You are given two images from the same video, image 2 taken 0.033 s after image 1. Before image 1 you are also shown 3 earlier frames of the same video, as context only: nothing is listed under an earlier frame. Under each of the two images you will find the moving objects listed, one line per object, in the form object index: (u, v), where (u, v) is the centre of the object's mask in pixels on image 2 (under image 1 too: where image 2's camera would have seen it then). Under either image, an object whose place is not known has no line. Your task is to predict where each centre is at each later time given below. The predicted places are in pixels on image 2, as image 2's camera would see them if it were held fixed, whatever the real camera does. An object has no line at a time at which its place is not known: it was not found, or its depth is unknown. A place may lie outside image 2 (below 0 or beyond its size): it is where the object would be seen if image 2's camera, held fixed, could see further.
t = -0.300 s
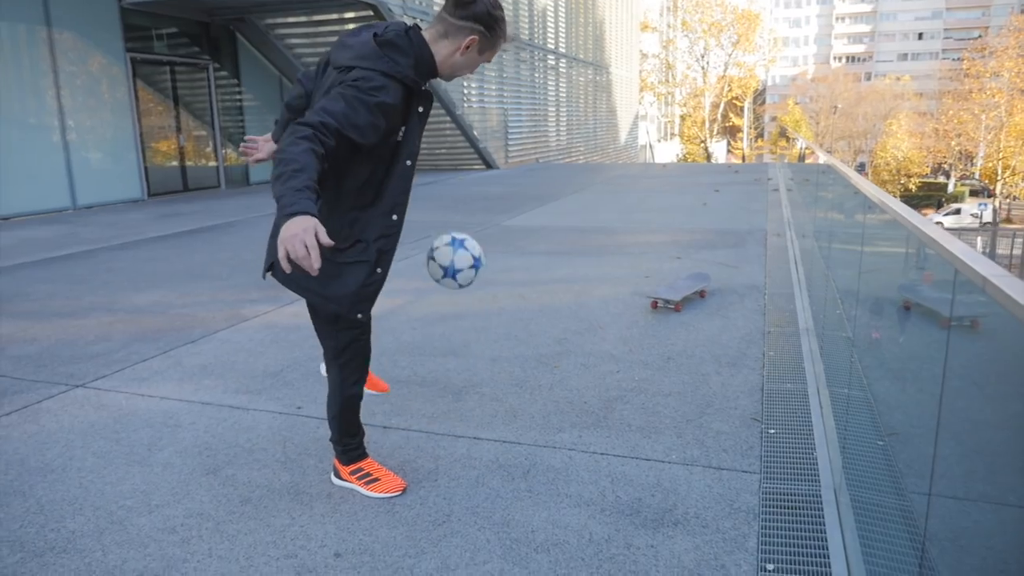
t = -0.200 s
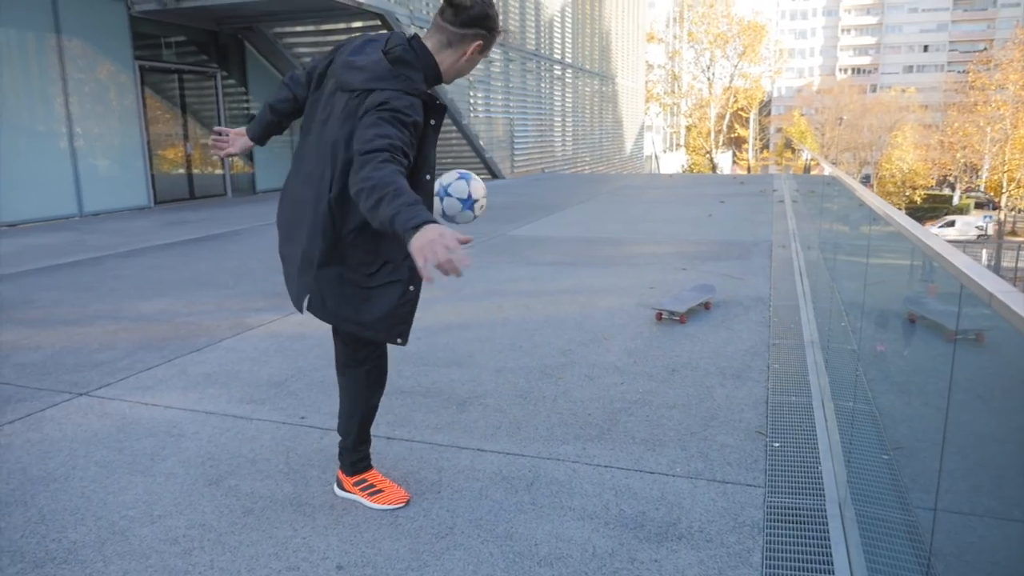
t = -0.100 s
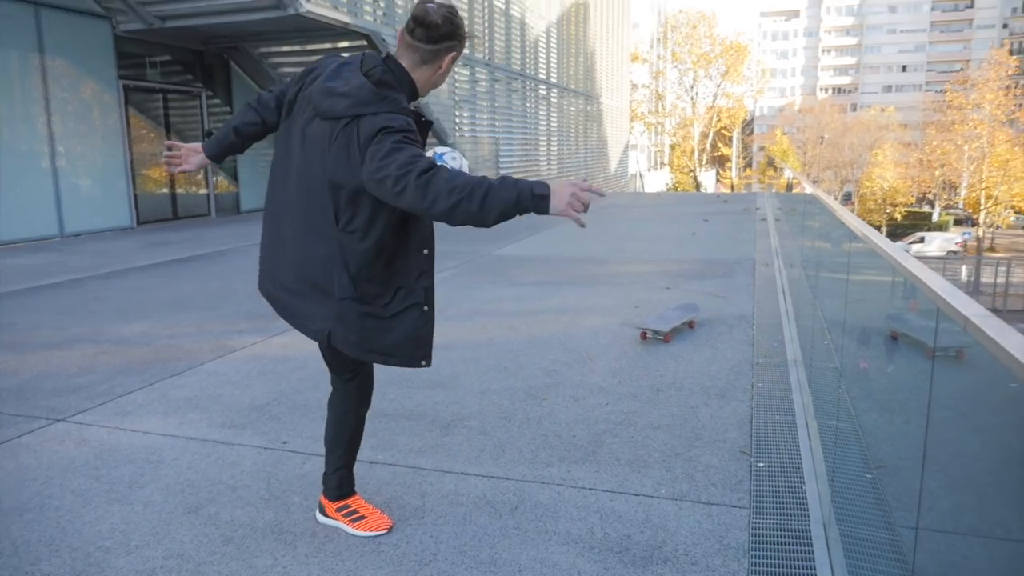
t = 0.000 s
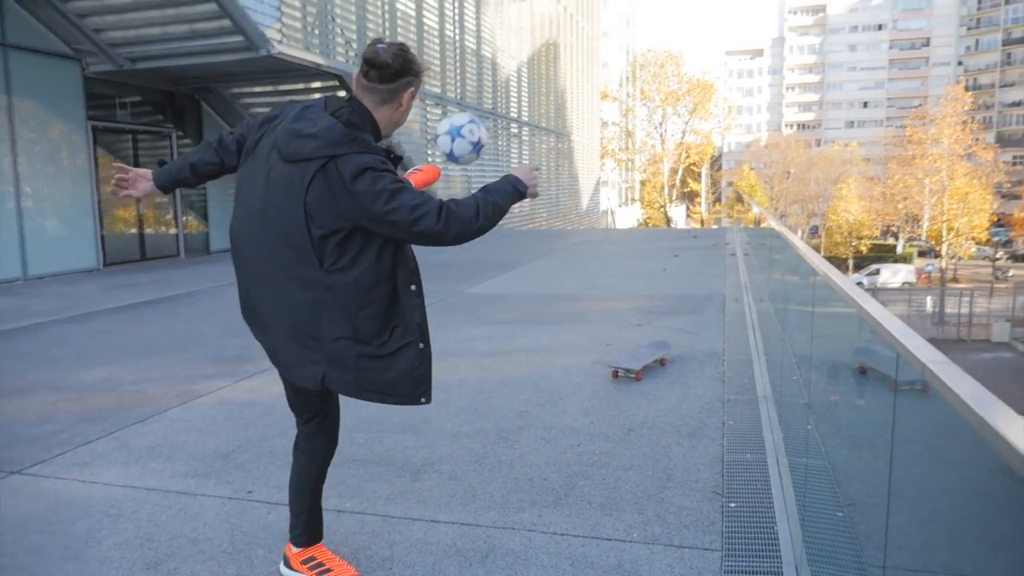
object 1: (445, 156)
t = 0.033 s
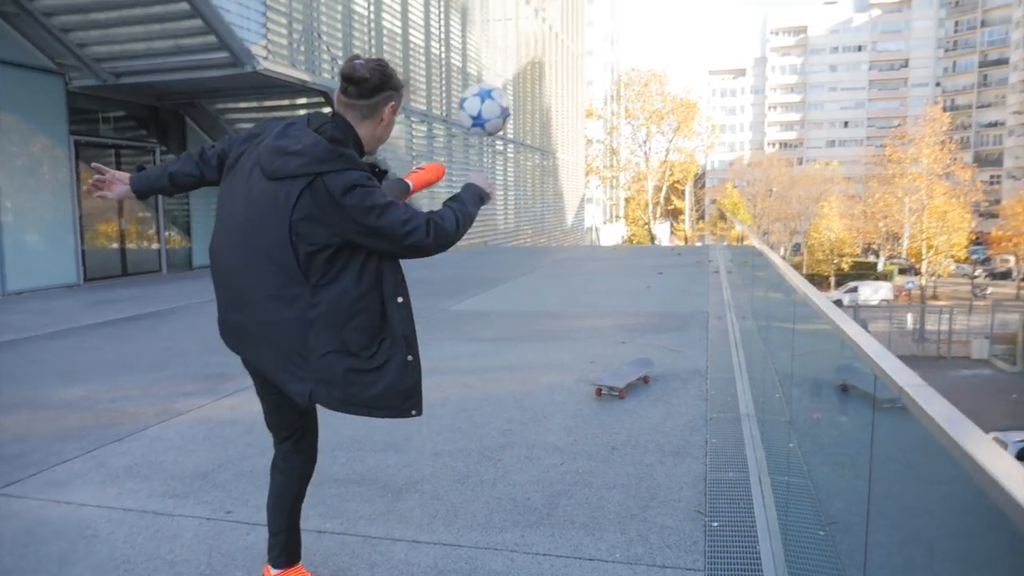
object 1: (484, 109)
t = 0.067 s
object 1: (524, 64)
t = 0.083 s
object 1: (546, 42)
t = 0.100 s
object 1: (566, 19)
